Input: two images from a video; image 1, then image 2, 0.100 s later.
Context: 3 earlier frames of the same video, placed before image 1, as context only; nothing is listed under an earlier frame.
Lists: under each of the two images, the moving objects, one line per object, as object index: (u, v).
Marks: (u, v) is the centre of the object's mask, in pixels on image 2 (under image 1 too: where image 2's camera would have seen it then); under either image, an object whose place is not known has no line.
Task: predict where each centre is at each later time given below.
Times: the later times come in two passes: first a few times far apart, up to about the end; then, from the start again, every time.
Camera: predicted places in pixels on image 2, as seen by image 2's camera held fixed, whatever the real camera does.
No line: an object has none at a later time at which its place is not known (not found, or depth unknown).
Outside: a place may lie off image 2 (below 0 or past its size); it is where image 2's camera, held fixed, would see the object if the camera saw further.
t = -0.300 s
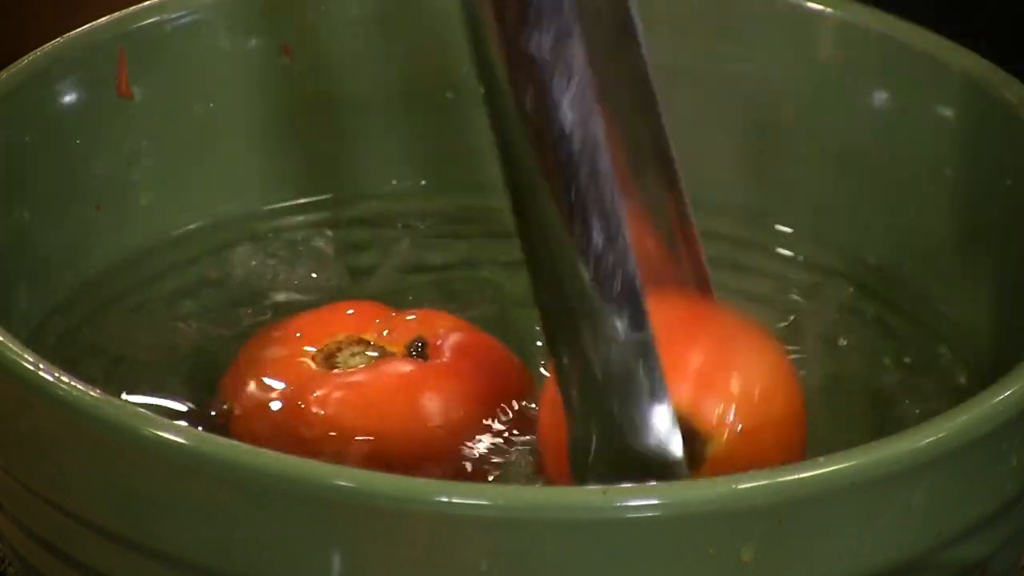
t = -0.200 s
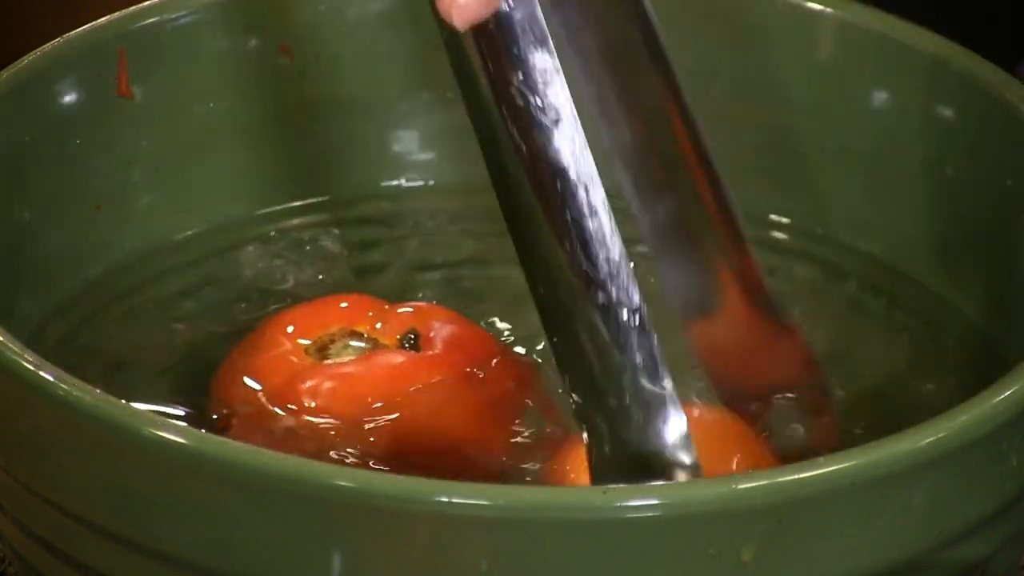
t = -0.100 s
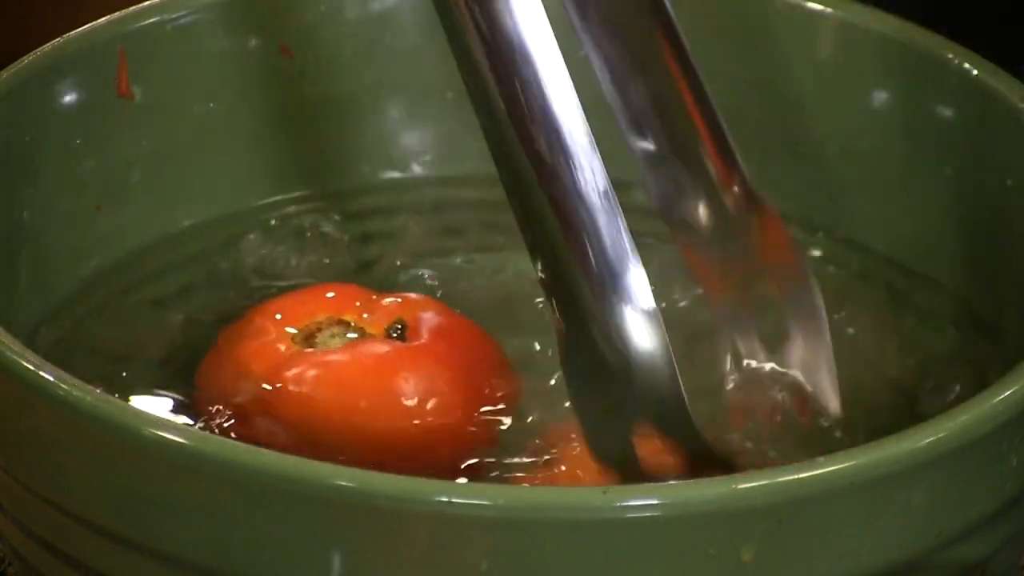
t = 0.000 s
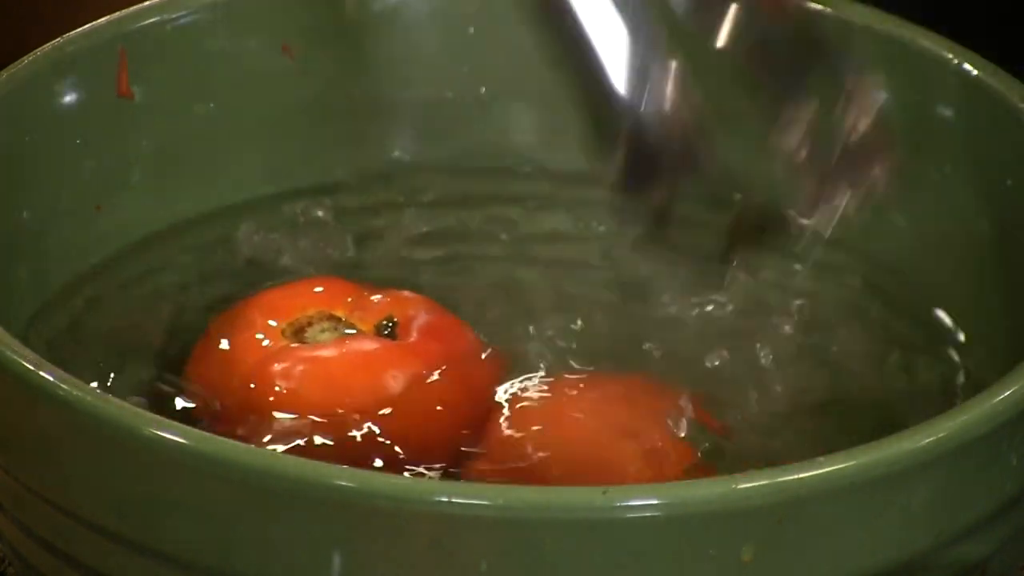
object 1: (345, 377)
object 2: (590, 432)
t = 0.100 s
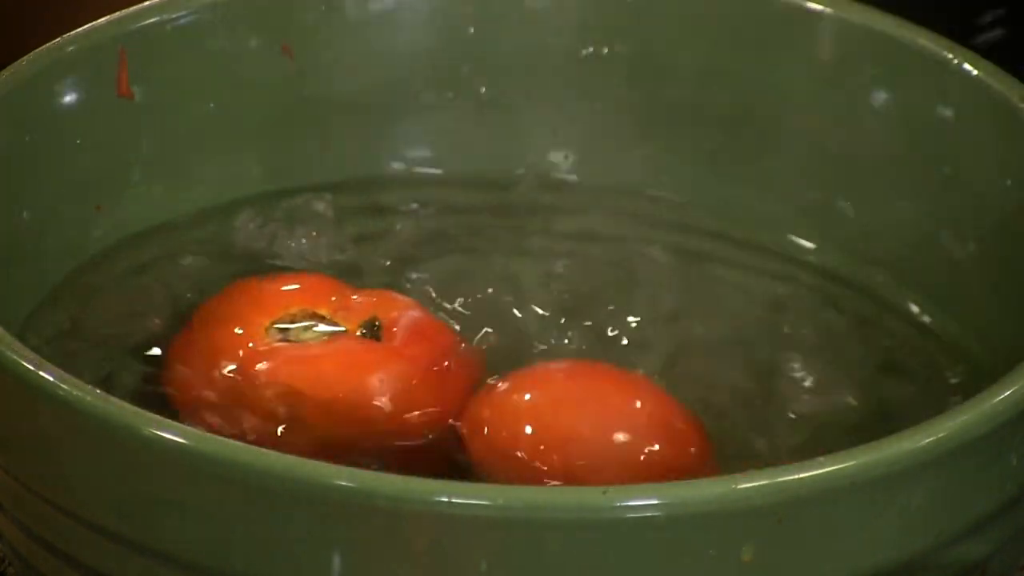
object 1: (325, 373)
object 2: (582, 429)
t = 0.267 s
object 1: (313, 376)
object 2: (599, 417)
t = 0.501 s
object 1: (291, 363)
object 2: (589, 427)
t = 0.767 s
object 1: (291, 367)
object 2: (582, 413)
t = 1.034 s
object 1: (300, 376)
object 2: (597, 389)
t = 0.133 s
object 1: (317, 373)
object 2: (585, 427)
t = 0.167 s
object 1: (314, 373)
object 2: (590, 423)
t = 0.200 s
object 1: (311, 373)
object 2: (594, 420)
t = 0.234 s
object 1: (314, 376)
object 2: (598, 417)
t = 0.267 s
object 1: (313, 376)
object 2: (599, 417)
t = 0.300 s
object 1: (313, 376)
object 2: (602, 416)
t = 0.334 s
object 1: (309, 374)
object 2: (603, 418)
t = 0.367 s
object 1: (304, 372)
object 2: (601, 419)
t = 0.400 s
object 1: (302, 371)
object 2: (596, 421)
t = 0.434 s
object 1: (298, 370)
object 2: (591, 423)
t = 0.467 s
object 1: (293, 366)
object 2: (588, 426)
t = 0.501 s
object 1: (291, 363)
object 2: (589, 427)
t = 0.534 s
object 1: (289, 361)
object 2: (590, 426)
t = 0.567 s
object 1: (285, 359)
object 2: (593, 426)
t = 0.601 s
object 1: (280, 356)
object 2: (589, 423)
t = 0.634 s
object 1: (278, 355)
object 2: (586, 421)
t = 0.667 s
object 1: (280, 357)
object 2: (584, 418)
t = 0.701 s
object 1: (286, 360)
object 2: (583, 416)
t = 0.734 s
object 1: (290, 364)
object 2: (584, 413)
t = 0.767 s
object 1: (291, 367)
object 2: (582, 413)
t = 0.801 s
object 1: (291, 370)
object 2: (581, 411)
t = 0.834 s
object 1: (291, 372)
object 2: (585, 407)
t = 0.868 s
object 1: (290, 373)
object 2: (590, 404)
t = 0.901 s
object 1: (292, 375)
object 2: (597, 400)
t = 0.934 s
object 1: (297, 376)
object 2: (603, 396)
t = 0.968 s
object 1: (299, 377)
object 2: (602, 394)
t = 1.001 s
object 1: (297, 375)
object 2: (601, 391)
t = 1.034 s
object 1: (300, 376)
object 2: (597, 389)
